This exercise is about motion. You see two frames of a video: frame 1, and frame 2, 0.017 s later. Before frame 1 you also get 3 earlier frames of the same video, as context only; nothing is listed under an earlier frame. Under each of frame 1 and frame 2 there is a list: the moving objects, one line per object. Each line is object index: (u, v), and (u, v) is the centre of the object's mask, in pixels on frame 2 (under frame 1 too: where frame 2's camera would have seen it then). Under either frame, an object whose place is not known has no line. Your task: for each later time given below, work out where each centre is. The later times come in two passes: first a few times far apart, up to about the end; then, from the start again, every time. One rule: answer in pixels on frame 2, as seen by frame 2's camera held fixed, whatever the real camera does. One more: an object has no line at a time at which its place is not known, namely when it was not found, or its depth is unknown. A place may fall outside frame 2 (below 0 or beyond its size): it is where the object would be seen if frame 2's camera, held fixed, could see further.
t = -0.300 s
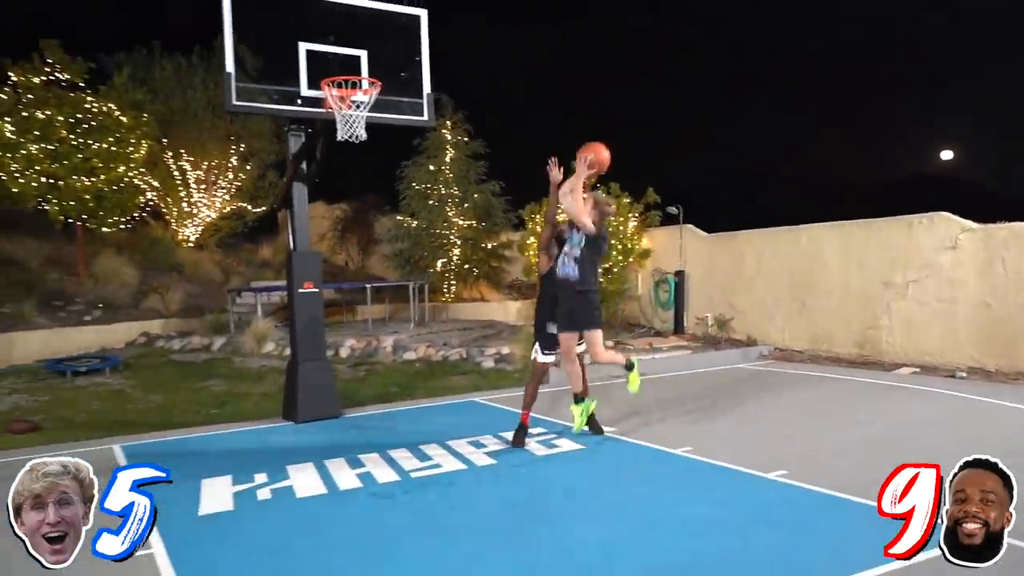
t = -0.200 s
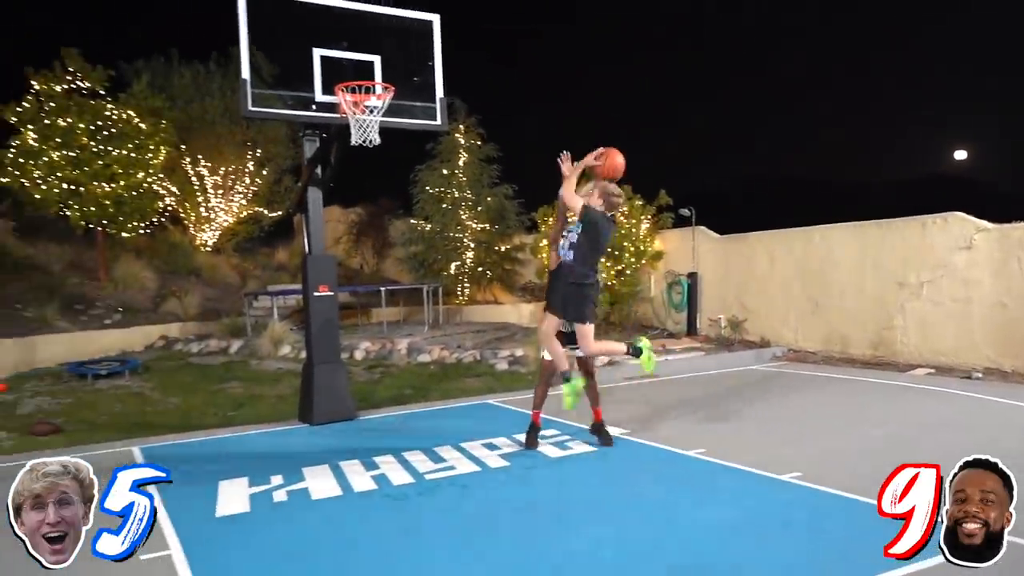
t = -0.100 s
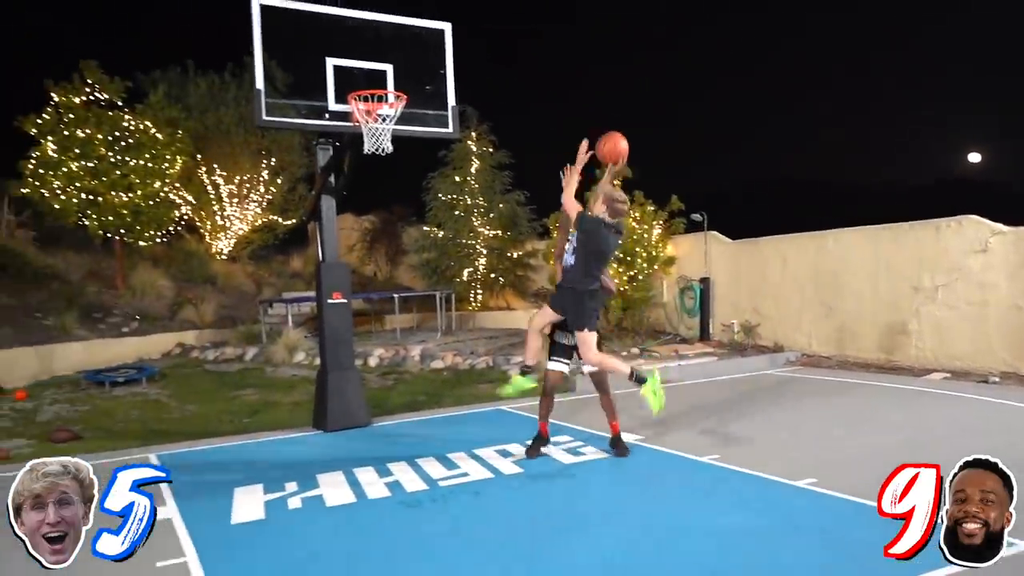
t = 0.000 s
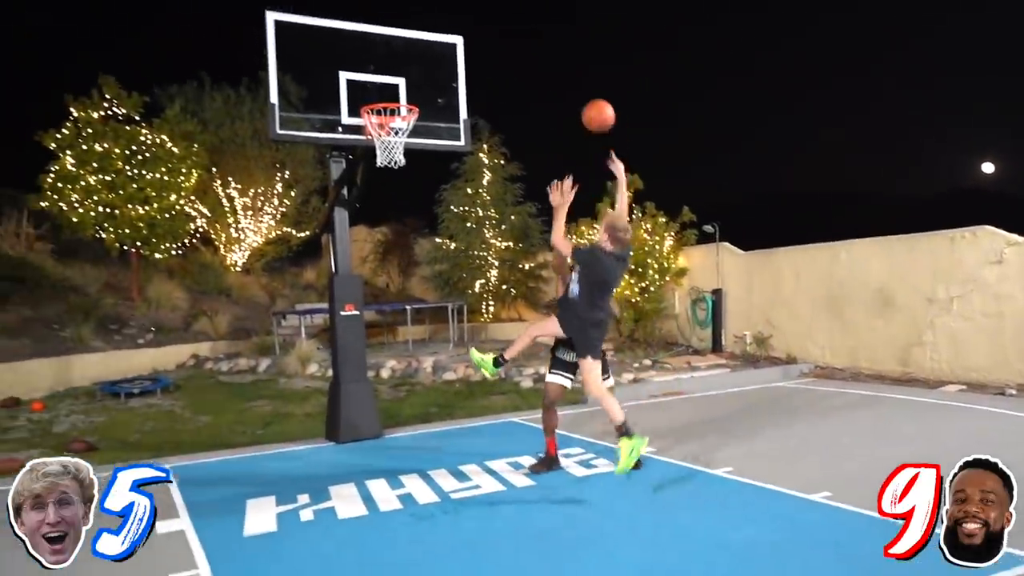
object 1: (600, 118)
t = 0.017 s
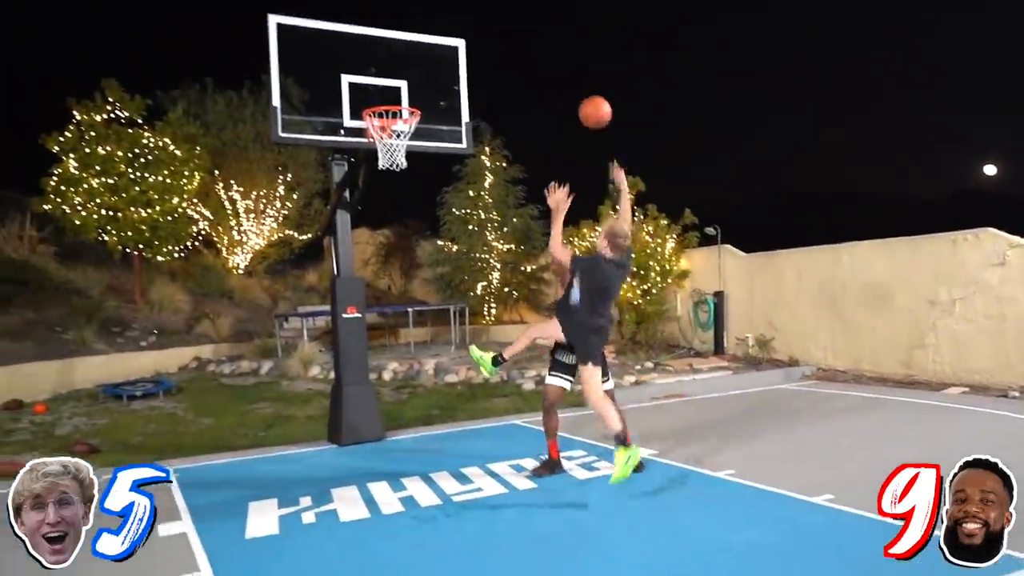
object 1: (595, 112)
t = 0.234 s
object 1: (538, 69)
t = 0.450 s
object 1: (490, 85)
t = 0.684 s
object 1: (446, 159)
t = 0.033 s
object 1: (590, 106)
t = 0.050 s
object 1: (586, 101)
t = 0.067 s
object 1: (581, 96)
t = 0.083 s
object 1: (576, 92)
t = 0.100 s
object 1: (572, 88)
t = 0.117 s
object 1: (568, 84)
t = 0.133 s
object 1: (563, 81)
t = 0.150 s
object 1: (559, 78)
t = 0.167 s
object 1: (555, 76)
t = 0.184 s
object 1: (550, 73)
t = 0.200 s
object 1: (546, 72)
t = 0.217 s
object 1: (542, 70)
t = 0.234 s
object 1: (538, 69)
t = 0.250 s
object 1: (534, 69)
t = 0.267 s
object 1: (530, 68)
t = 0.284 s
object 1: (526, 69)
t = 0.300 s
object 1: (522, 69)
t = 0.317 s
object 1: (519, 69)
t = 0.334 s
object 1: (515, 70)
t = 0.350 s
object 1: (511, 72)
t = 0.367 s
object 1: (507, 73)
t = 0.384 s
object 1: (504, 75)
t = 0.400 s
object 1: (500, 77)
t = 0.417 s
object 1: (497, 80)
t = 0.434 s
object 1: (493, 83)
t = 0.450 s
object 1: (490, 85)
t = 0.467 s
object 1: (486, 89)
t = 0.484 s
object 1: (484, 93)
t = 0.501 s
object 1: (481, 96)
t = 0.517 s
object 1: (477, 100)
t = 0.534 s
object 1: (474, 105)
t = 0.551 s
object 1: (470, 110)
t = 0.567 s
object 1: (467, 115)
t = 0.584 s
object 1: (463, 120)
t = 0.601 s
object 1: (460, 125)
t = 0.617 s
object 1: (457, 131)
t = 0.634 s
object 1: (454, 136)
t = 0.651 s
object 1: (452, 144)
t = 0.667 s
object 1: (448, 151)
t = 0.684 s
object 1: (446, 159)
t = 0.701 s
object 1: (443, 167)
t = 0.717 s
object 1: (440, 173)
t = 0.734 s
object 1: (437, 180)
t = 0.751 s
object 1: (434, 187)
